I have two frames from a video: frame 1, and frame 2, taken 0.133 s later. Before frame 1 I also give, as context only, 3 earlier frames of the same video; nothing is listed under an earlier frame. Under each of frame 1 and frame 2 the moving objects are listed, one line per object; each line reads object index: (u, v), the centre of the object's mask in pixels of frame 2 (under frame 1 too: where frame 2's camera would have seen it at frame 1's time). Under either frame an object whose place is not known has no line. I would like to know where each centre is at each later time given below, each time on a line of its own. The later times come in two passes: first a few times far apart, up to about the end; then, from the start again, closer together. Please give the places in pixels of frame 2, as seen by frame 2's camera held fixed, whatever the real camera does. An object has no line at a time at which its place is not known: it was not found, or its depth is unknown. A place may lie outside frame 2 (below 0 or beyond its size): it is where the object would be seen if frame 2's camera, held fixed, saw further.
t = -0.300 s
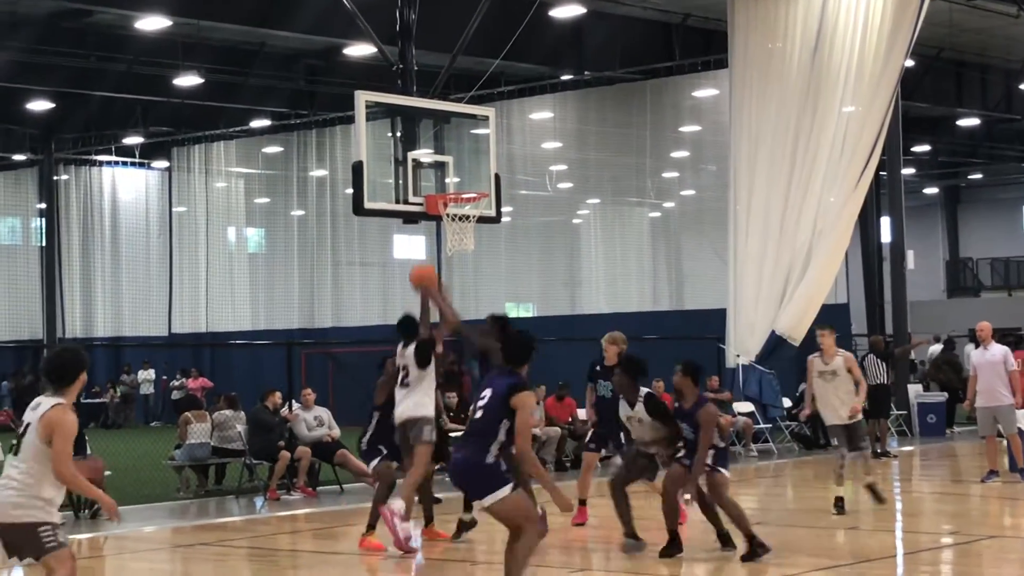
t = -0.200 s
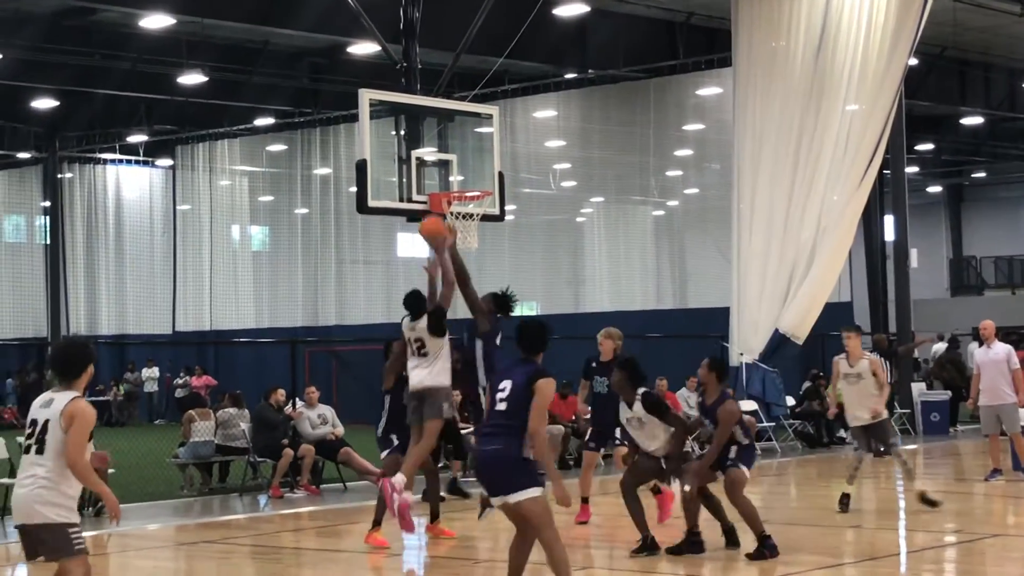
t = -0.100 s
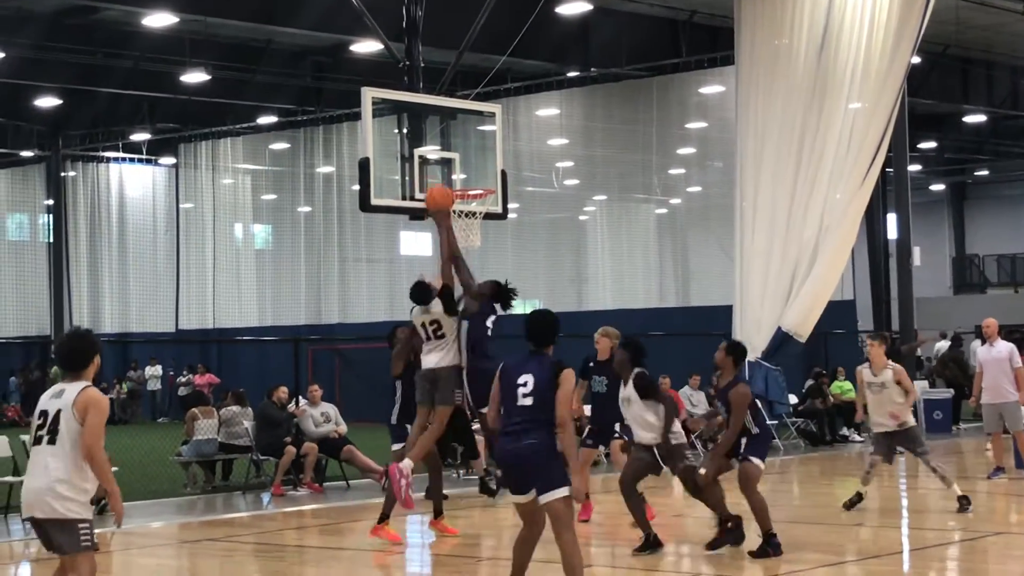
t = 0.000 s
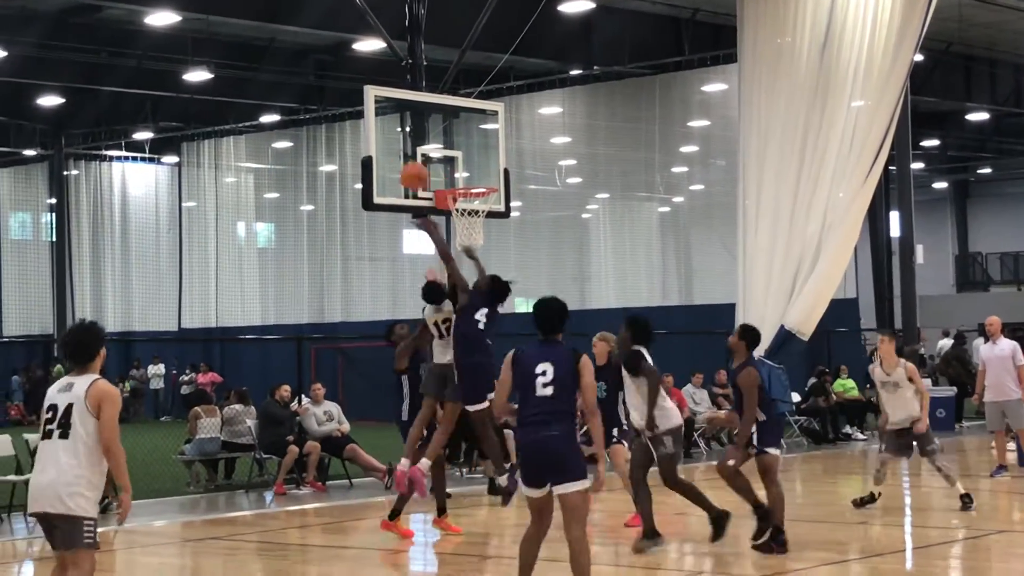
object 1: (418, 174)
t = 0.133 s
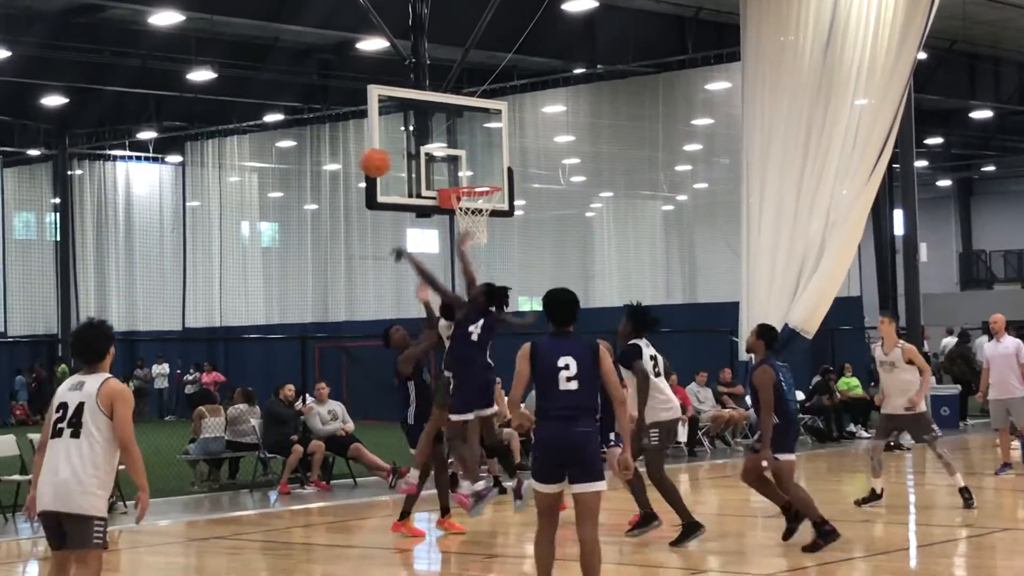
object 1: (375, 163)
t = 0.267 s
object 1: (332, 170)
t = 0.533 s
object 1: (243, 252)
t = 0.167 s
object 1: (364, 163)
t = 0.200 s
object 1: (354, 164)
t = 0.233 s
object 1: (343, 166)
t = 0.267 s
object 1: (332, 170)
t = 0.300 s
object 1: (321, 176)
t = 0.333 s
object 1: (311, 183)
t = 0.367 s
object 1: (300, 191)
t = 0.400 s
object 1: (289, 201)
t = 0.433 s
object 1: (278, 211)
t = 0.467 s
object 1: (268, 224)
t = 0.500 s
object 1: (255, 237)
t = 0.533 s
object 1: (243, 252)
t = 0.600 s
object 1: (225, 288)
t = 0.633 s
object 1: (214, 308)
